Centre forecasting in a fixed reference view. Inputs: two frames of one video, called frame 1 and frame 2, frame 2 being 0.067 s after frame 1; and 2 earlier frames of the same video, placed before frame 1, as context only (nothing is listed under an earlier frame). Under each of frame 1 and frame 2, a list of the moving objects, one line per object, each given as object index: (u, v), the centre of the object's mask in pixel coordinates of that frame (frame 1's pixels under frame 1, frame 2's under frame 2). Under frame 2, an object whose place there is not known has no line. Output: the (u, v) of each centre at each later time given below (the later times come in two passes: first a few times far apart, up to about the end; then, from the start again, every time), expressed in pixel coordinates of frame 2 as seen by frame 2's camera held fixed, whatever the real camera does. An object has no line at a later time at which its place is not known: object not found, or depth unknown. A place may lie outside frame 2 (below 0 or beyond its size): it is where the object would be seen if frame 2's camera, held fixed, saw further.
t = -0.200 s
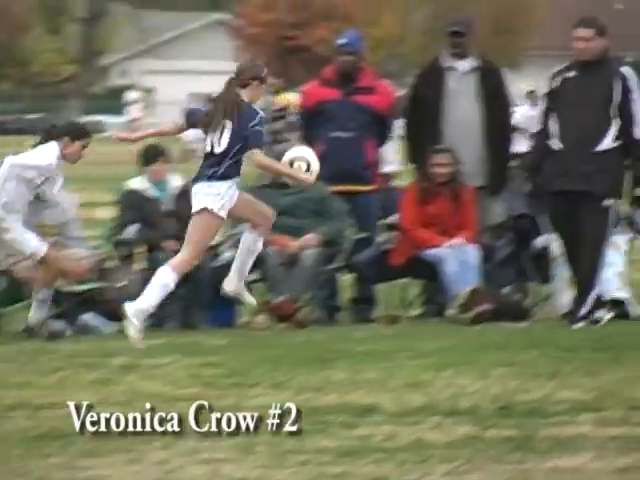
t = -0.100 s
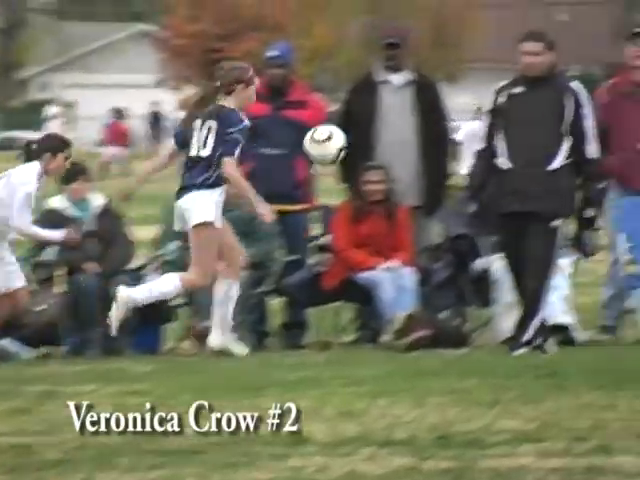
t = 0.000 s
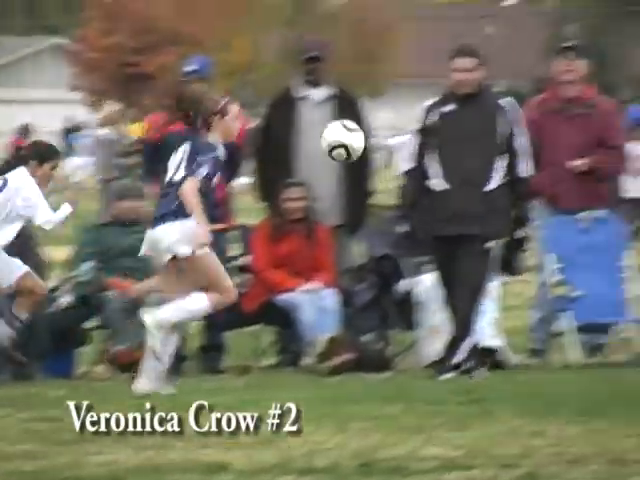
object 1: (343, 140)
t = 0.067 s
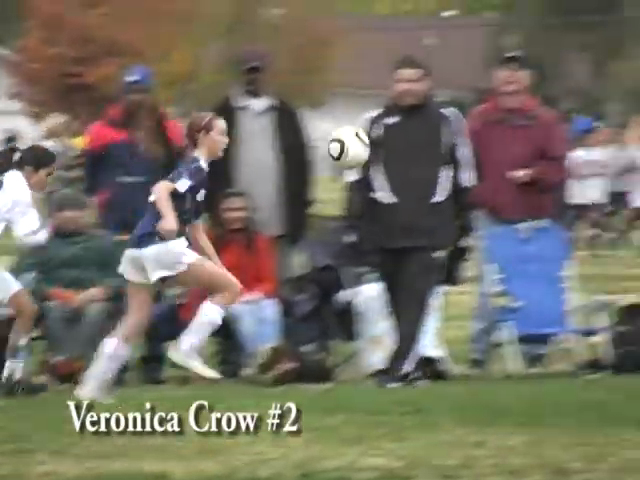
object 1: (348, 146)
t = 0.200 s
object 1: (474, 164)
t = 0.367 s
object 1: (630, 230)
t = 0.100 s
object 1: (380, 148)
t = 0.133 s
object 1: (412, 151)
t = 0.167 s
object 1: (443, 157)
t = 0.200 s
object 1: (474, 164)
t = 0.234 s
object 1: (506, 174)
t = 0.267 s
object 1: (536, 185)
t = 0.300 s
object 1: (567, 200)
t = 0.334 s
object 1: (600, 212)
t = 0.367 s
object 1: (630, 230)
